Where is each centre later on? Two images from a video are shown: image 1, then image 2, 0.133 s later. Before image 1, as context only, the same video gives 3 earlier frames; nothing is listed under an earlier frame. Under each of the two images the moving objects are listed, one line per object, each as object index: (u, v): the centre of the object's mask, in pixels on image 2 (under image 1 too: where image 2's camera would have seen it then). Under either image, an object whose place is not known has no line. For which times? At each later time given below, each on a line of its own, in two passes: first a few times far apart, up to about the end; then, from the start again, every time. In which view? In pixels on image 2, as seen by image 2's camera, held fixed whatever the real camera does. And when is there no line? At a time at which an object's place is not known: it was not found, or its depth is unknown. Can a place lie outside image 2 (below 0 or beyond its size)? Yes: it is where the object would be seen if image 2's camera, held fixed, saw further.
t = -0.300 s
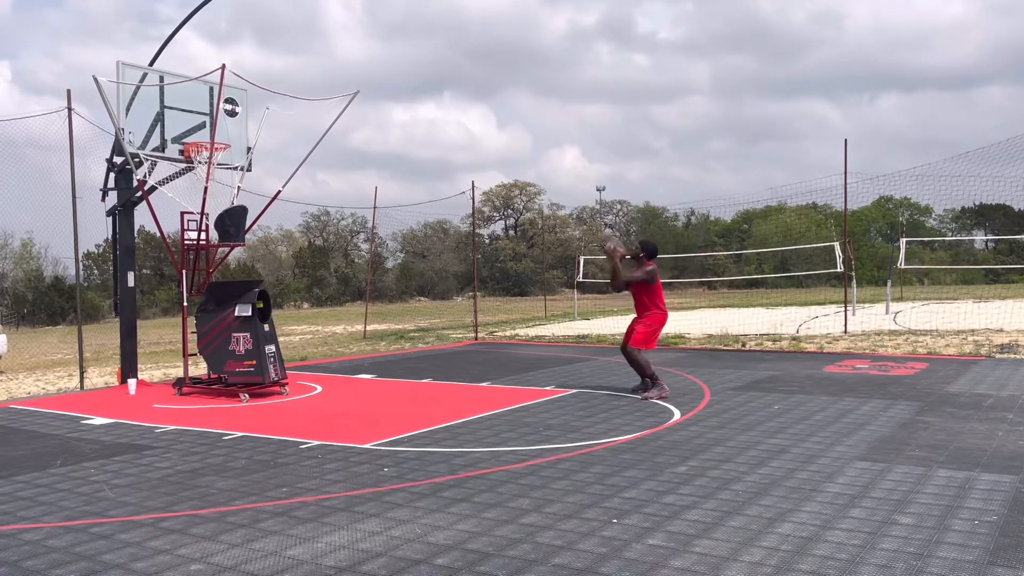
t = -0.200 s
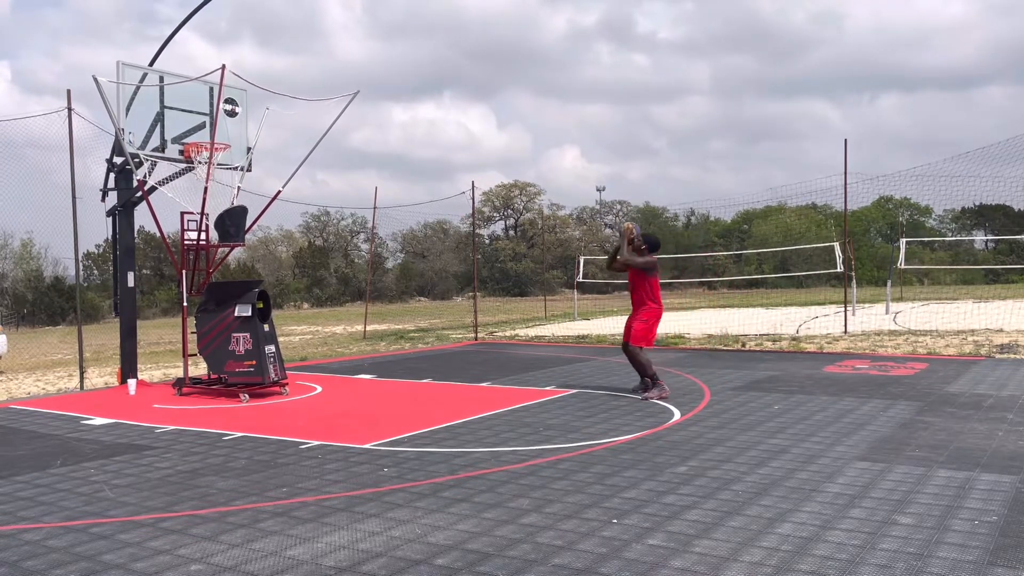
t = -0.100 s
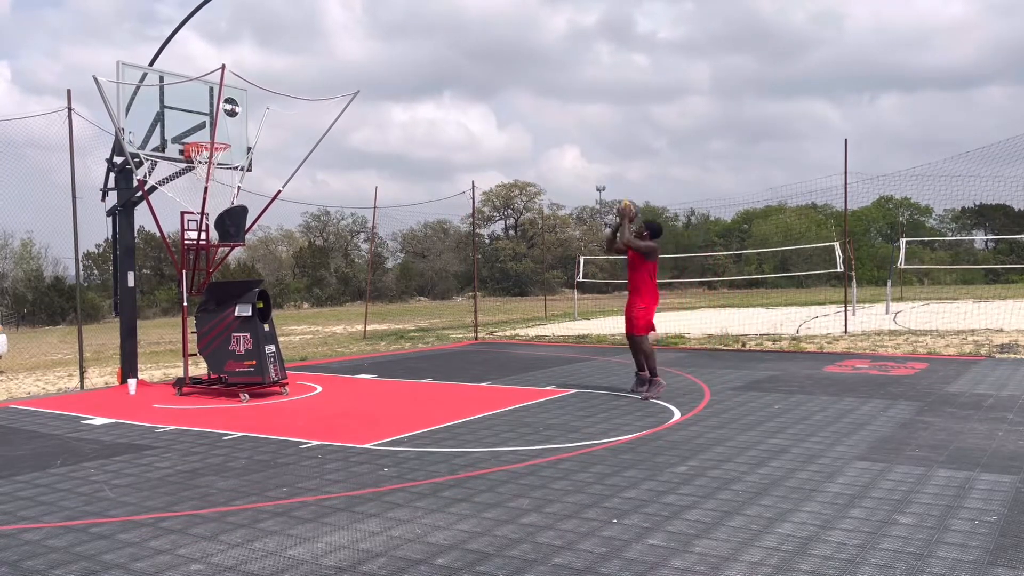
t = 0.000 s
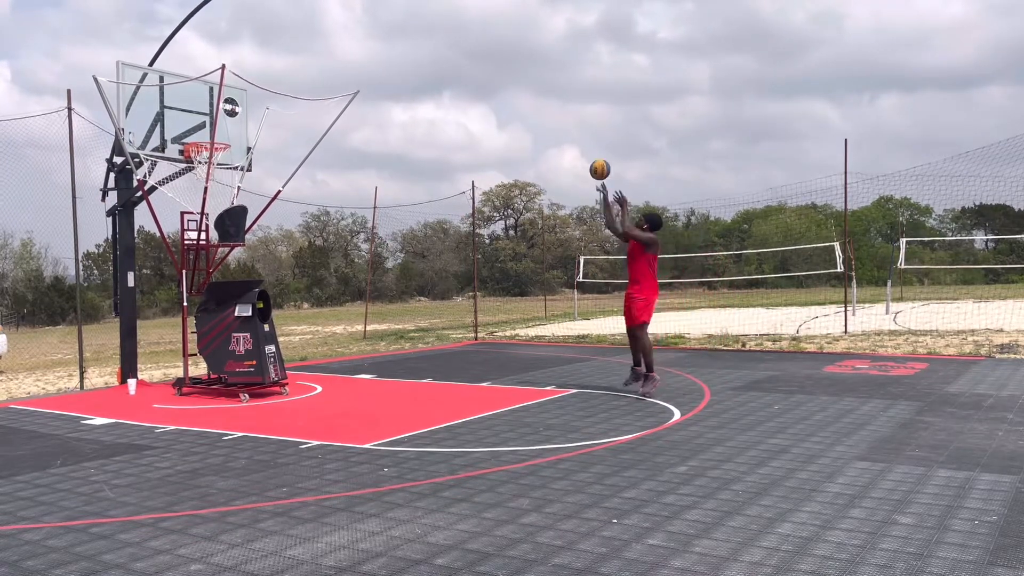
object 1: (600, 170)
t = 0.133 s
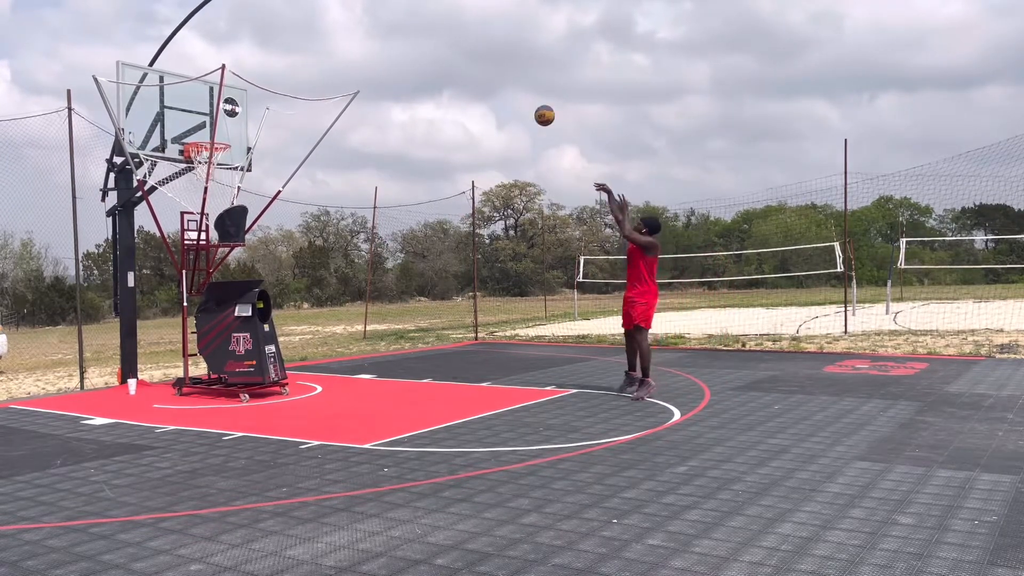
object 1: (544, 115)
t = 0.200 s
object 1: (517, 94)
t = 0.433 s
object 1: (426, 53)
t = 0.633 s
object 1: (351, 55)
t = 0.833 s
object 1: (280, 89)
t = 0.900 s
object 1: (257, 107)
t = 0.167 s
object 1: (531, 104)
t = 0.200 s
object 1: (517, 94)
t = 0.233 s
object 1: (504, 86)
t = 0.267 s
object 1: (491, 77)
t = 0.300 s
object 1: (478, 71)
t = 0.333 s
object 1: (465, 65)
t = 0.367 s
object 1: (451, 60)
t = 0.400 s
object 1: (439, 56)
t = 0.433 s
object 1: (426, 53)
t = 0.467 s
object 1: (413, 51)
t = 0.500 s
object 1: (401, 50)
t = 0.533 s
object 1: (388, 50)
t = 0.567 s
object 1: (376, 51)
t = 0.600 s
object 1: (363, 52)
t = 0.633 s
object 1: (351, 55)
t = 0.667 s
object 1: (339, 58)
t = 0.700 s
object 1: (327, 63)
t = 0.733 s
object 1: (315, 68)
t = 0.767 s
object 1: (303, 74)
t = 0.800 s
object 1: (291, 81)
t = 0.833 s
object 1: (280, 89)
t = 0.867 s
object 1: (268, 98)
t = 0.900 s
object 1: (257, 107)
